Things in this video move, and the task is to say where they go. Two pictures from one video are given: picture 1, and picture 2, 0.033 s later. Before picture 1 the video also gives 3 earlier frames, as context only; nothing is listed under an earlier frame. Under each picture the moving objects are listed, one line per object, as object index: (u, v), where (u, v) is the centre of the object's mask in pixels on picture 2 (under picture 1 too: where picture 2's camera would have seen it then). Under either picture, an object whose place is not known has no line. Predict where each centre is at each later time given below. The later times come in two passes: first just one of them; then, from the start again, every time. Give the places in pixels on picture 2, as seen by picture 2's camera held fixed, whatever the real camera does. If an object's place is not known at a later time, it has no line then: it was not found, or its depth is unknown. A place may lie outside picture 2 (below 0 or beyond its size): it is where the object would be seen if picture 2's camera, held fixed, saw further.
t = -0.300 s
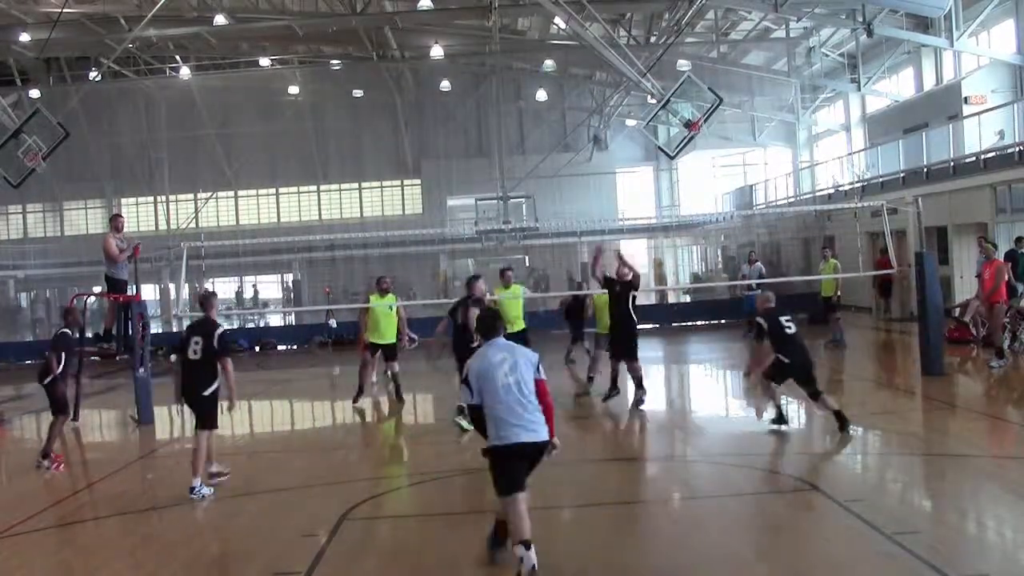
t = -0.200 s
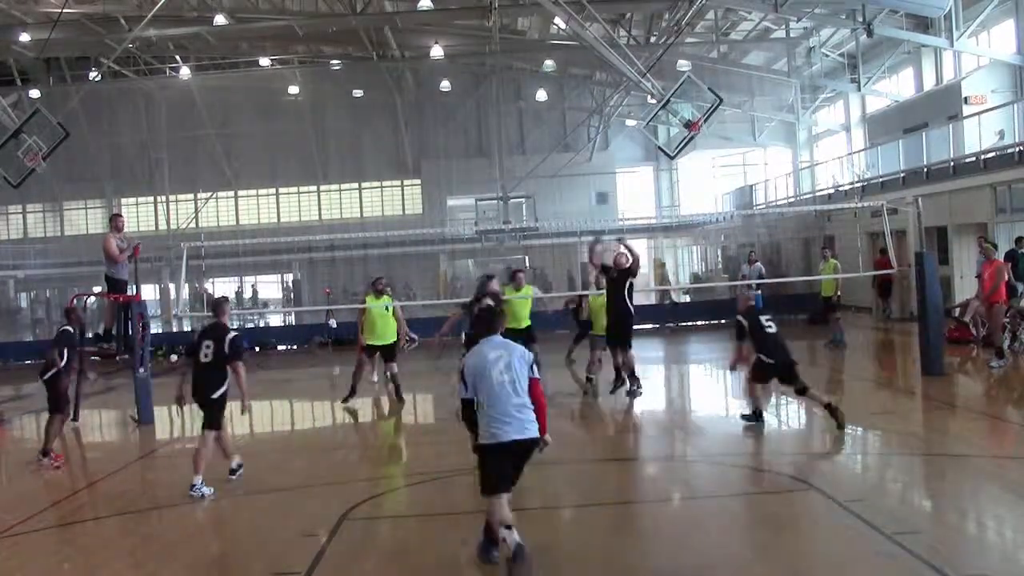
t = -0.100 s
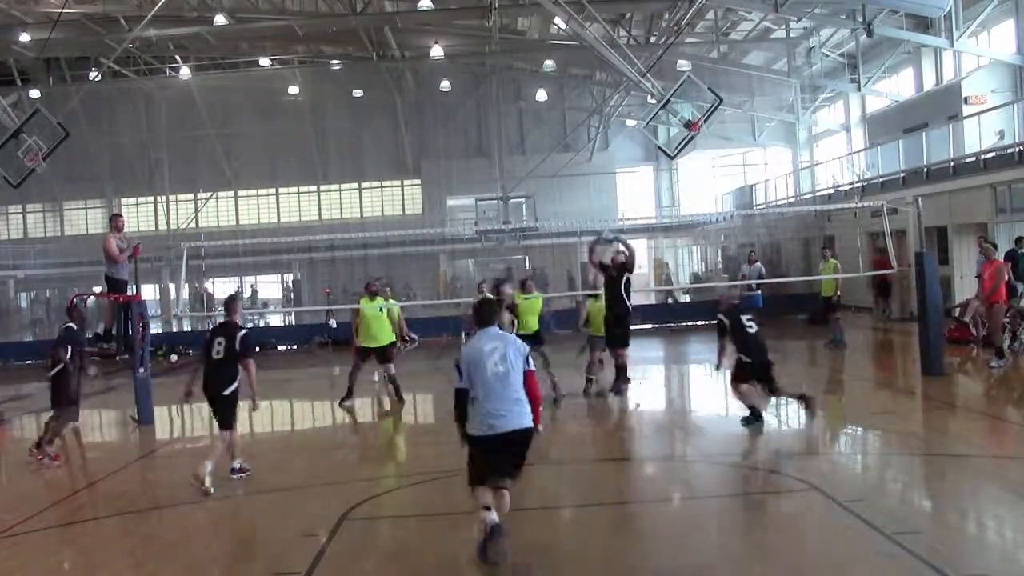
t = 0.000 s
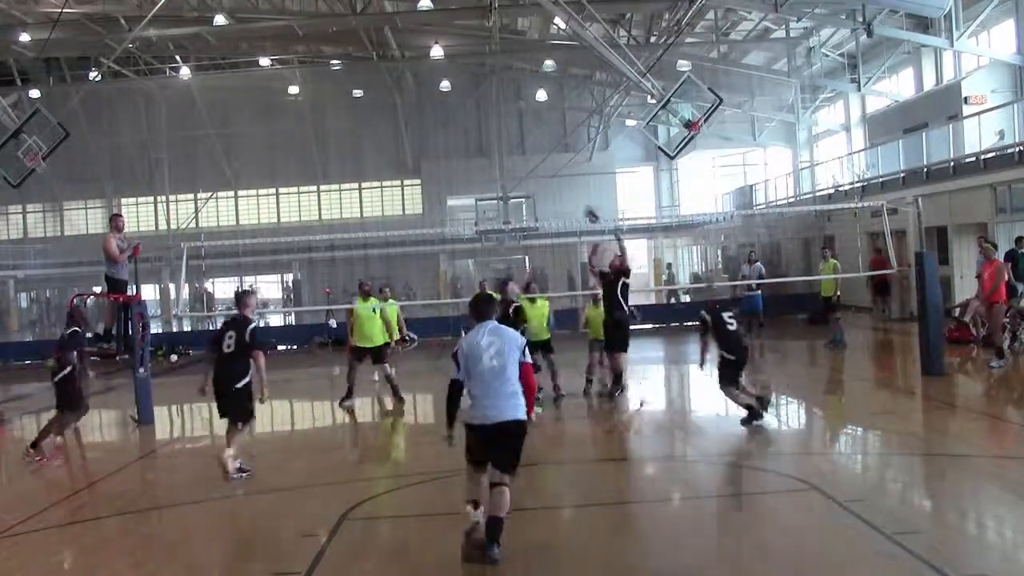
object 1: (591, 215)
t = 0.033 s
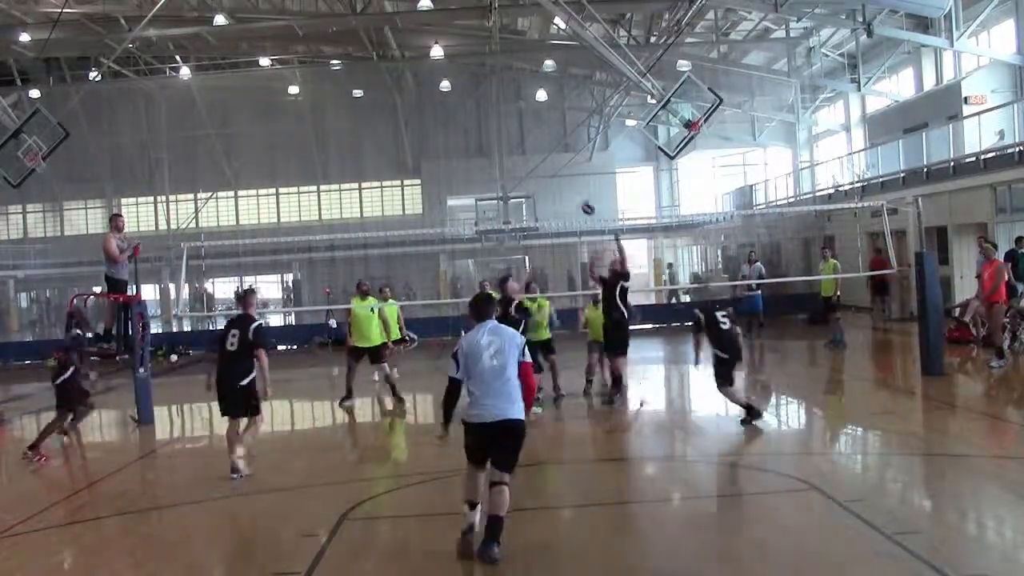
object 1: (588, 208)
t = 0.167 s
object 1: (575, 186)
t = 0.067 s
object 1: (586, 201)
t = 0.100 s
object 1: (581, 195)
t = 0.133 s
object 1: (578, 190)
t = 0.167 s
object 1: (575, 186)
